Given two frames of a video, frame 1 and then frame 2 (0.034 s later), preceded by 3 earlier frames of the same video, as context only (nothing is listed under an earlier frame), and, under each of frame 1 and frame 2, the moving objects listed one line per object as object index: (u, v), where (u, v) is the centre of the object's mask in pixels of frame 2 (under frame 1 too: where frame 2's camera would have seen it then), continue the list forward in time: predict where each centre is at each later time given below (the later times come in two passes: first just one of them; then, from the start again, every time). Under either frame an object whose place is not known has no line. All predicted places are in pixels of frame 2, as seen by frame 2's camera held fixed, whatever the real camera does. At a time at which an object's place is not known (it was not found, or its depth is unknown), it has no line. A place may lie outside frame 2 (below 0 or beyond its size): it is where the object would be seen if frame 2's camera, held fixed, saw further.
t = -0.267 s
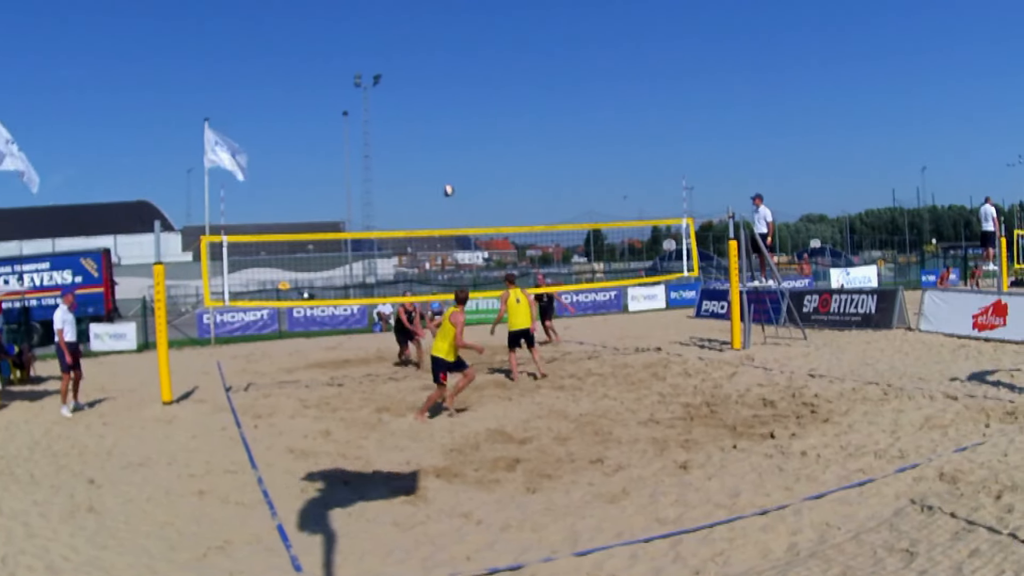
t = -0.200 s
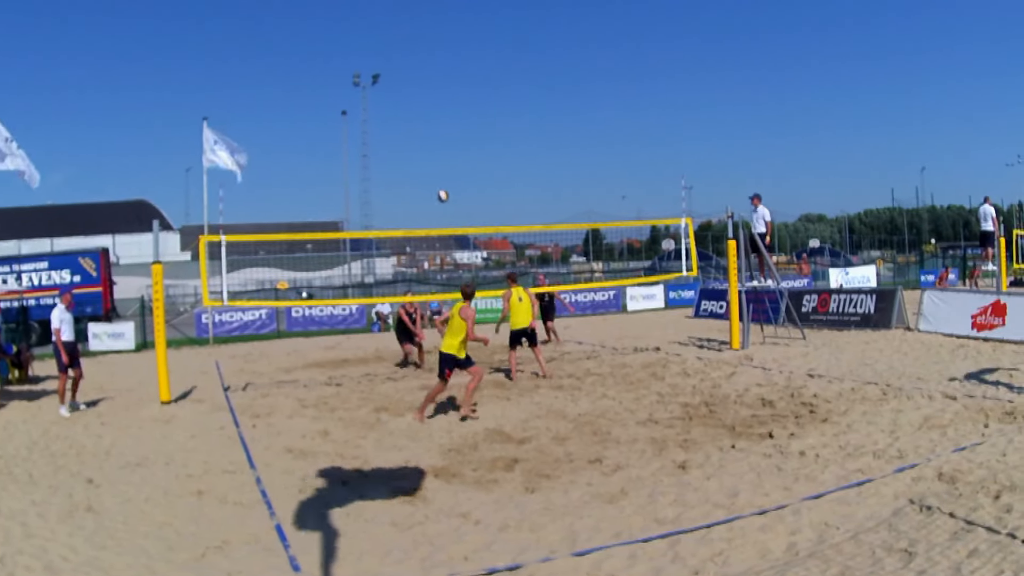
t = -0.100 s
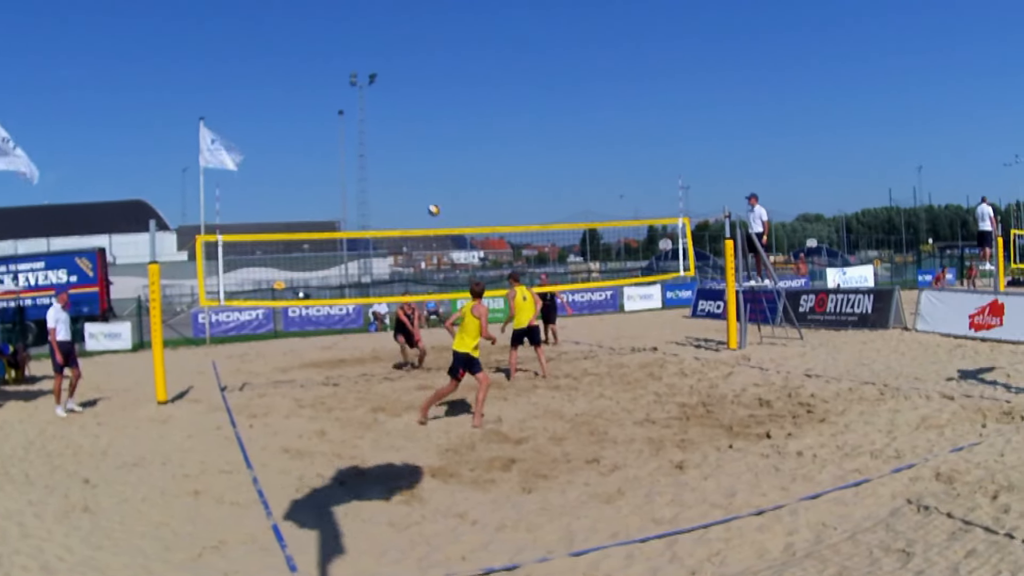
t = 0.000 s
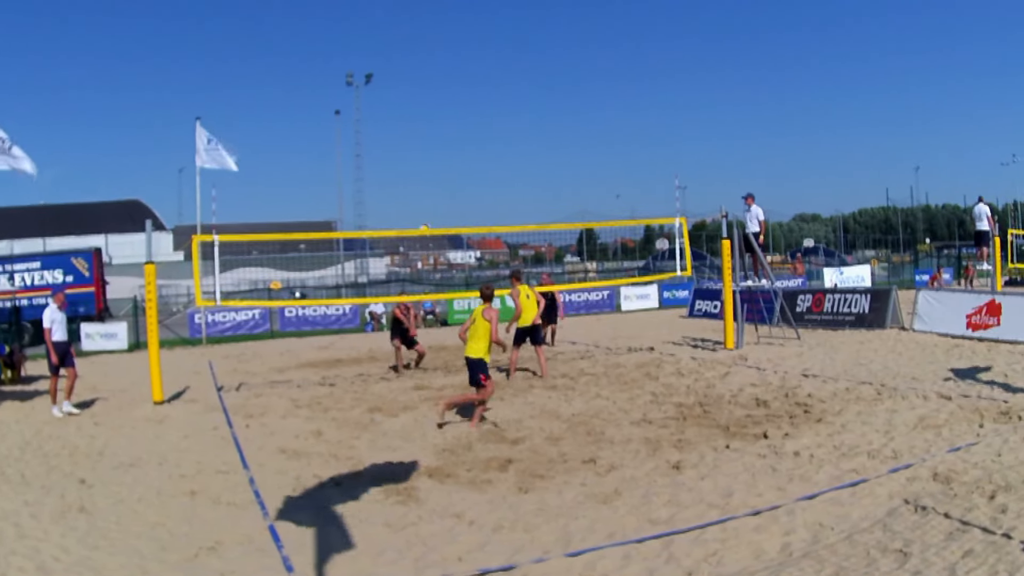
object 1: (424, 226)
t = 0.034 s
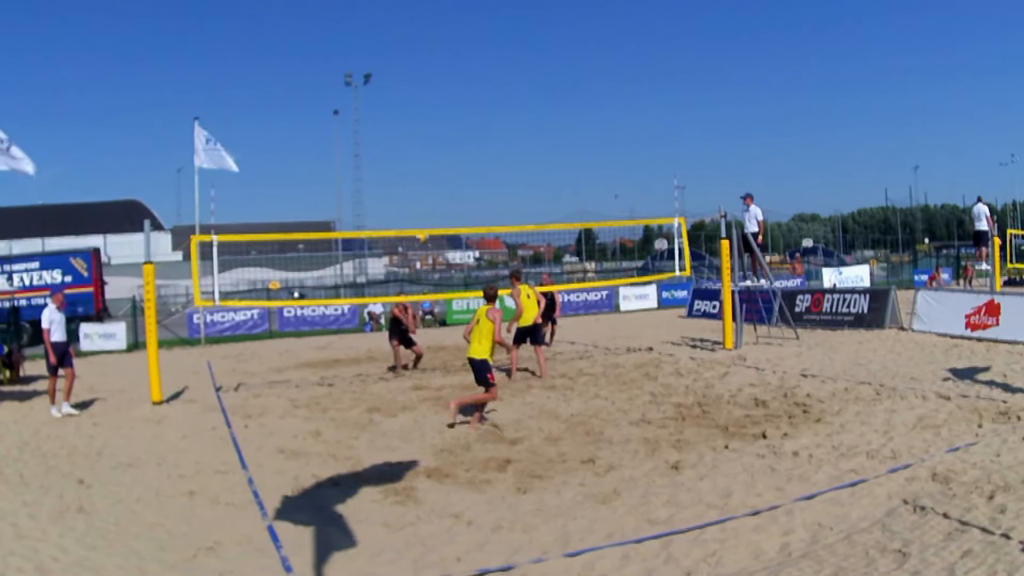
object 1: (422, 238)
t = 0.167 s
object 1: (412, 274)
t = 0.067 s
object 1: (419, 245)
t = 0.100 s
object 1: (417, 254)
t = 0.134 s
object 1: (414, 264)
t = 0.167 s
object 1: (412, 274)
